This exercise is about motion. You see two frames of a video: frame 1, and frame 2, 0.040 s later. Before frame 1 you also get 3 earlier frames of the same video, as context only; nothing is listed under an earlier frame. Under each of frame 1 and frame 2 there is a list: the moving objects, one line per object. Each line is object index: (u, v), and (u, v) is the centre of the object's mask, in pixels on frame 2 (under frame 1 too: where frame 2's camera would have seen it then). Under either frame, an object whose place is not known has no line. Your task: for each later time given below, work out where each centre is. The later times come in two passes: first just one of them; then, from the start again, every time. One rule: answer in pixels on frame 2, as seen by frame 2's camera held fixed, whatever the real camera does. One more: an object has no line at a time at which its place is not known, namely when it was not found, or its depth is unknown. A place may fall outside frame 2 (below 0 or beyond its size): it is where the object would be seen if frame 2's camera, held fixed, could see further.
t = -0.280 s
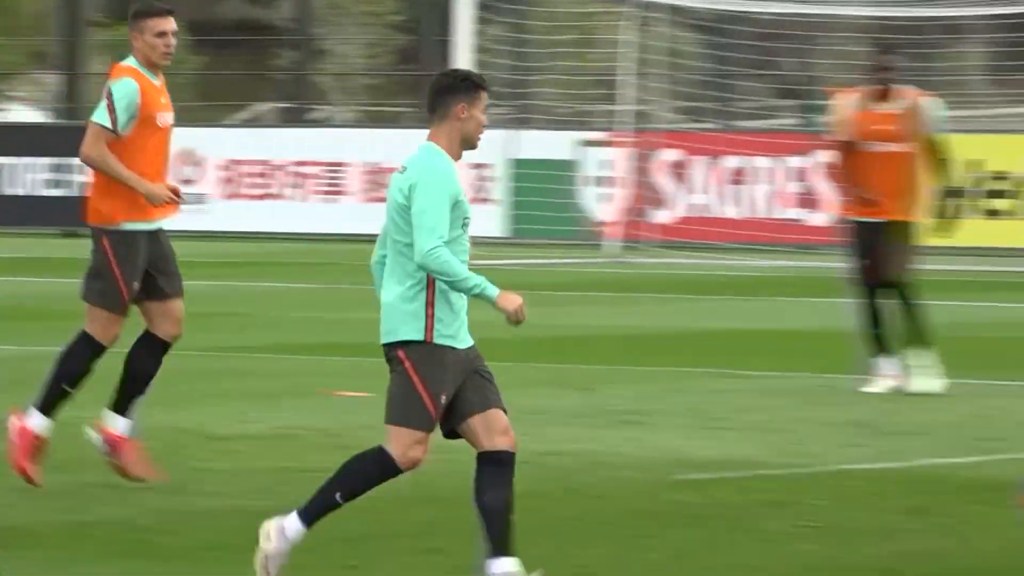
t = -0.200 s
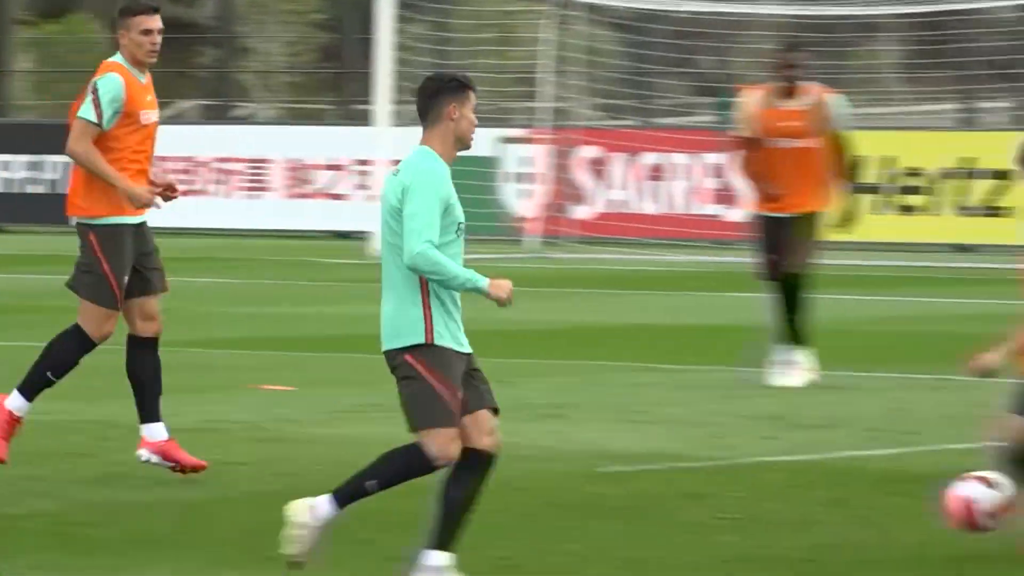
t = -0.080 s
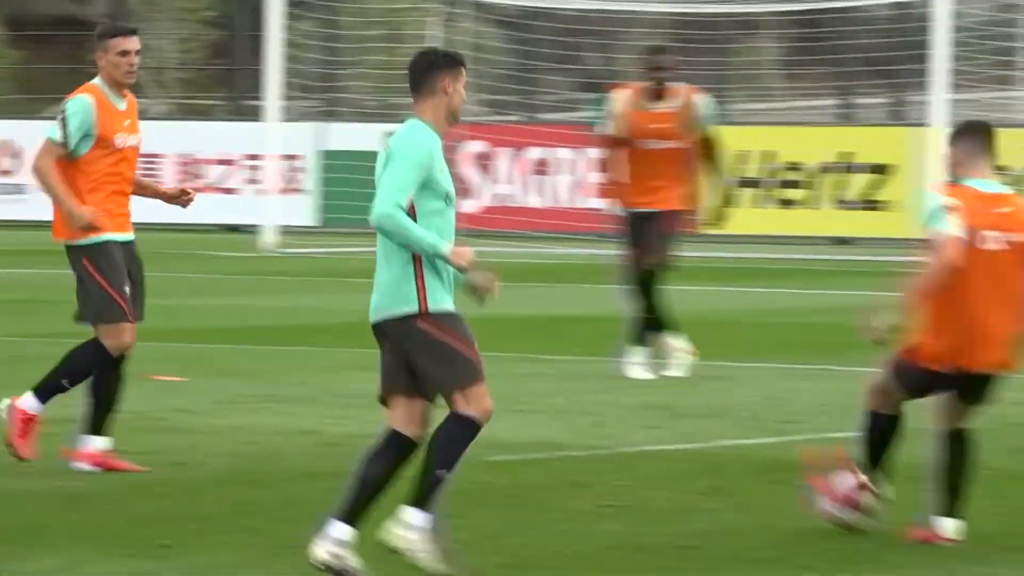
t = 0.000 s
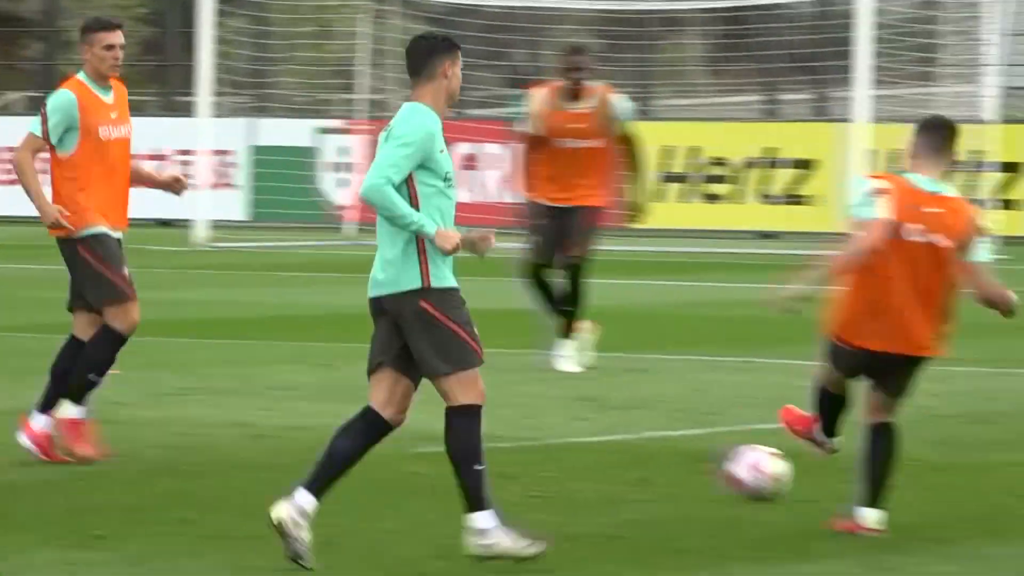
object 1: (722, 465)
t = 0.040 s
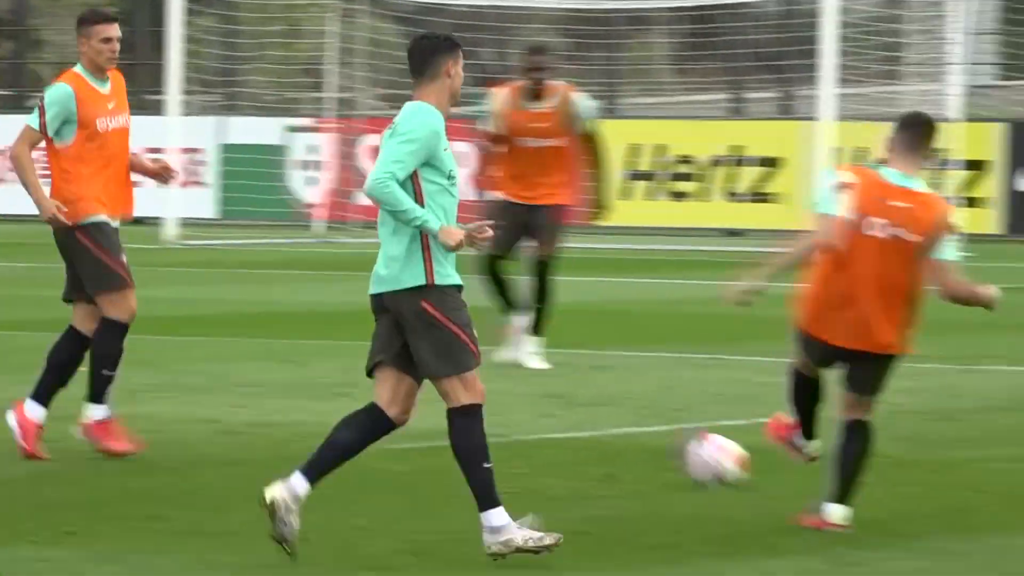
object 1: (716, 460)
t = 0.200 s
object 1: (697, 431)
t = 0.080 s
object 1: (712, 448)
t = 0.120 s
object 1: (705, 439)
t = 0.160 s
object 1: (700, 434)
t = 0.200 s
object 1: (697, 431)
